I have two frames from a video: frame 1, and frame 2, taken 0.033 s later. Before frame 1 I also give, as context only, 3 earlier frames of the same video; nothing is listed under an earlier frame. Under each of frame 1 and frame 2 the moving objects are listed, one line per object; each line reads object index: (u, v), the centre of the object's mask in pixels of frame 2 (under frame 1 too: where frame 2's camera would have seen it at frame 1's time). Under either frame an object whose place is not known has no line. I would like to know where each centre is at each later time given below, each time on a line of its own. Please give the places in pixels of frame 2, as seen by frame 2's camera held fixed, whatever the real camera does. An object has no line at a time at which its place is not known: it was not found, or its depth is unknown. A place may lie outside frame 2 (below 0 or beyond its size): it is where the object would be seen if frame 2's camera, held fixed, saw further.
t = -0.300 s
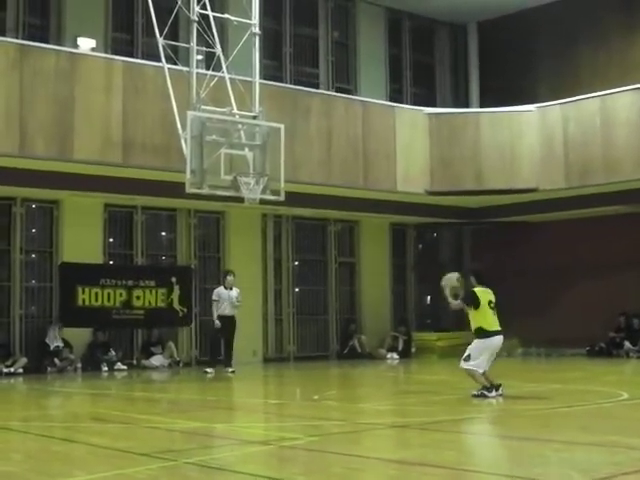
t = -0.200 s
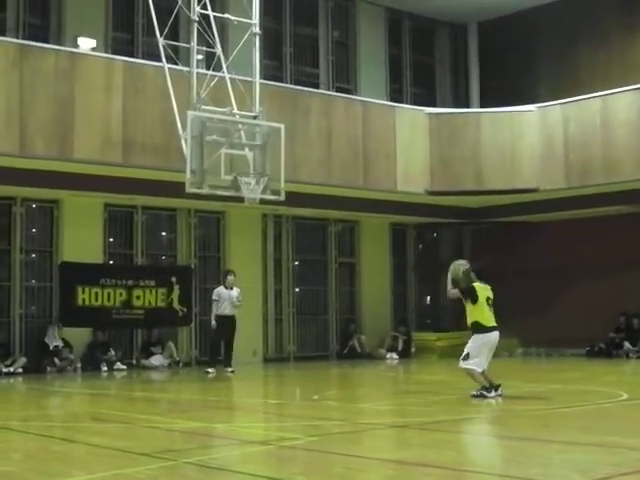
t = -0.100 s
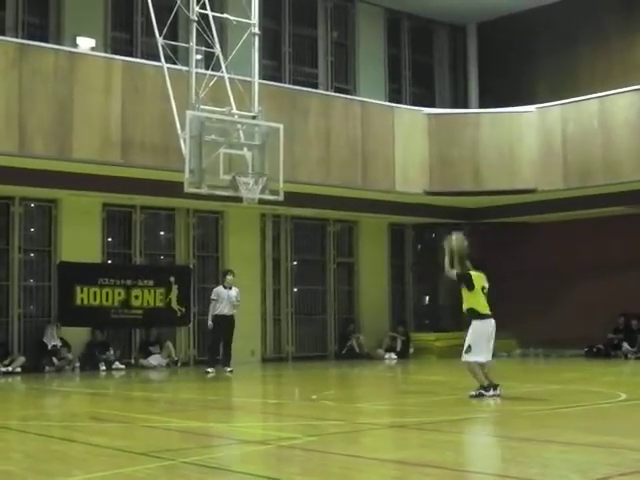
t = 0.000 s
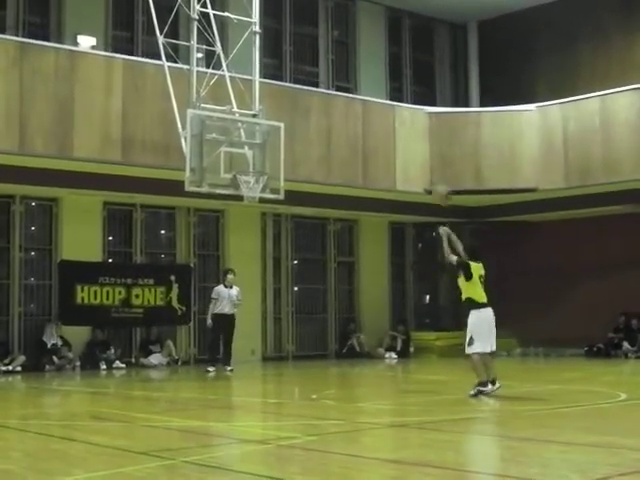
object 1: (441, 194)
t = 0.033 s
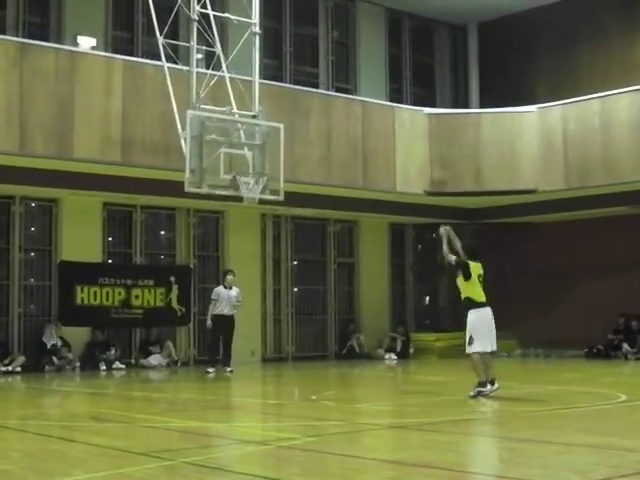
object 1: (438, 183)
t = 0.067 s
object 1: (429, 170)
